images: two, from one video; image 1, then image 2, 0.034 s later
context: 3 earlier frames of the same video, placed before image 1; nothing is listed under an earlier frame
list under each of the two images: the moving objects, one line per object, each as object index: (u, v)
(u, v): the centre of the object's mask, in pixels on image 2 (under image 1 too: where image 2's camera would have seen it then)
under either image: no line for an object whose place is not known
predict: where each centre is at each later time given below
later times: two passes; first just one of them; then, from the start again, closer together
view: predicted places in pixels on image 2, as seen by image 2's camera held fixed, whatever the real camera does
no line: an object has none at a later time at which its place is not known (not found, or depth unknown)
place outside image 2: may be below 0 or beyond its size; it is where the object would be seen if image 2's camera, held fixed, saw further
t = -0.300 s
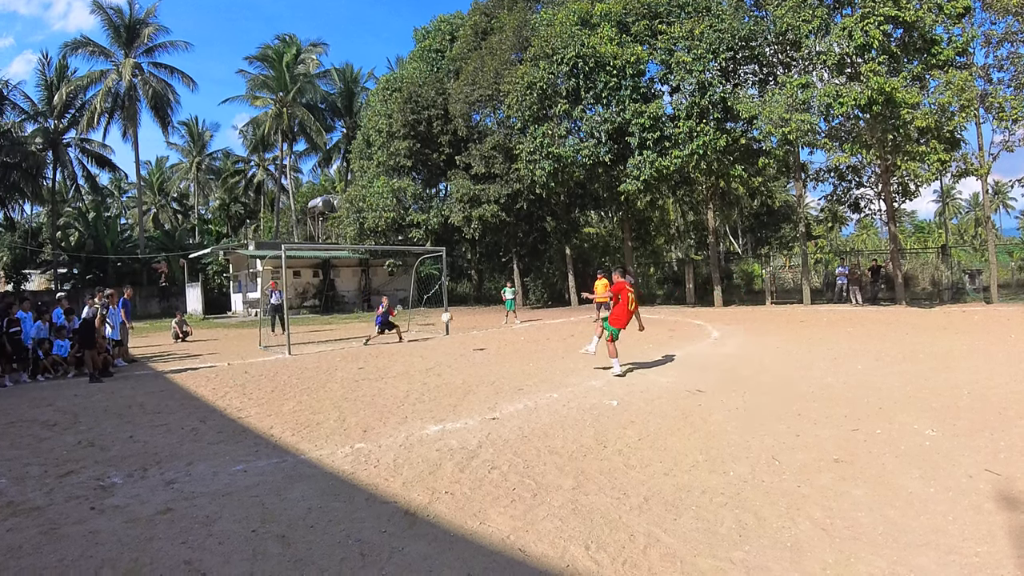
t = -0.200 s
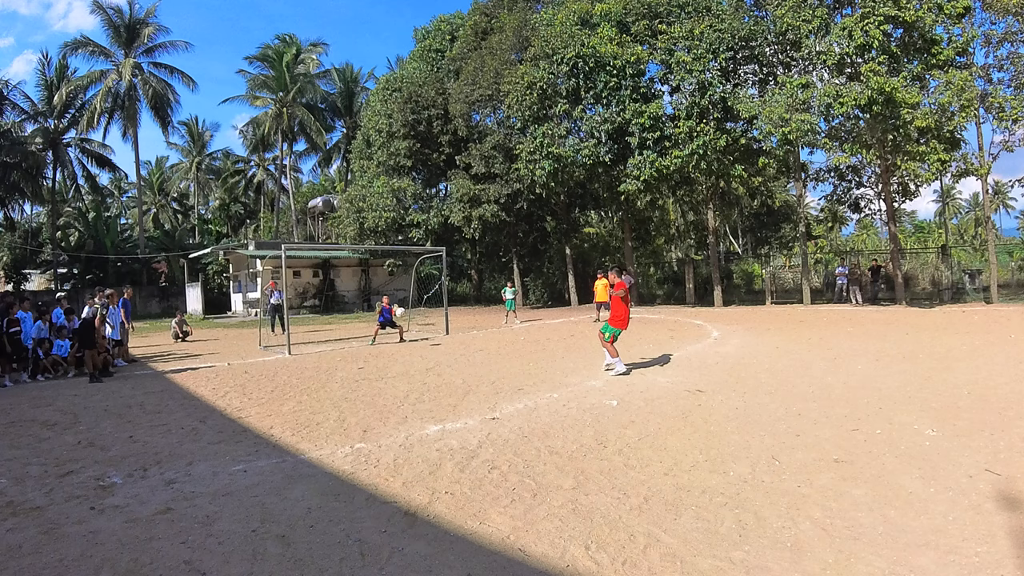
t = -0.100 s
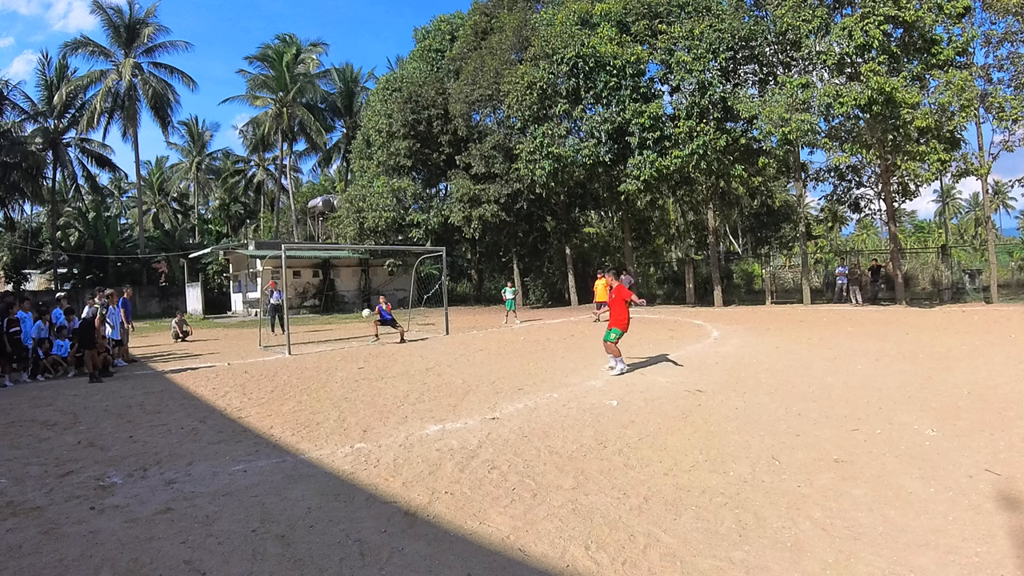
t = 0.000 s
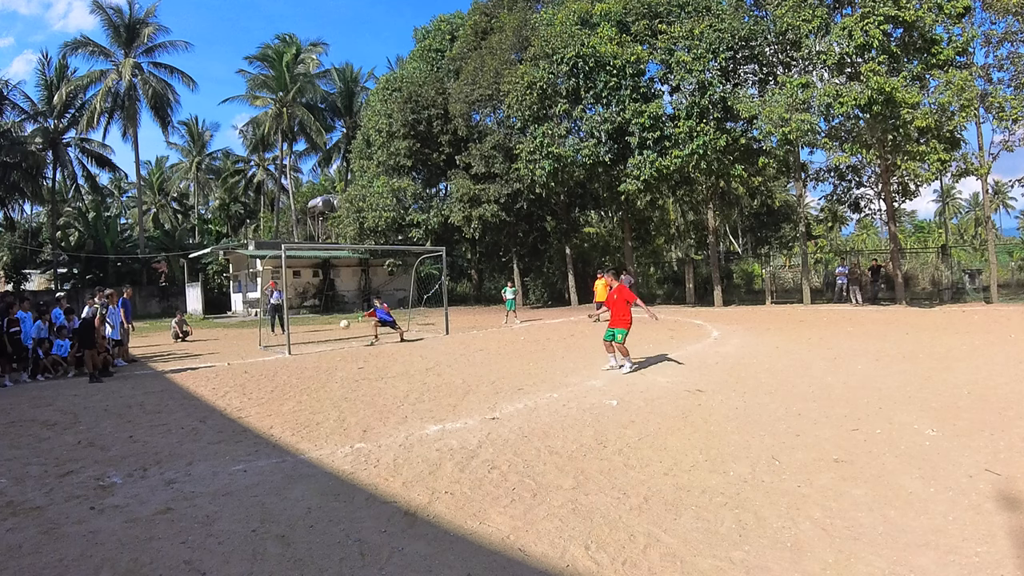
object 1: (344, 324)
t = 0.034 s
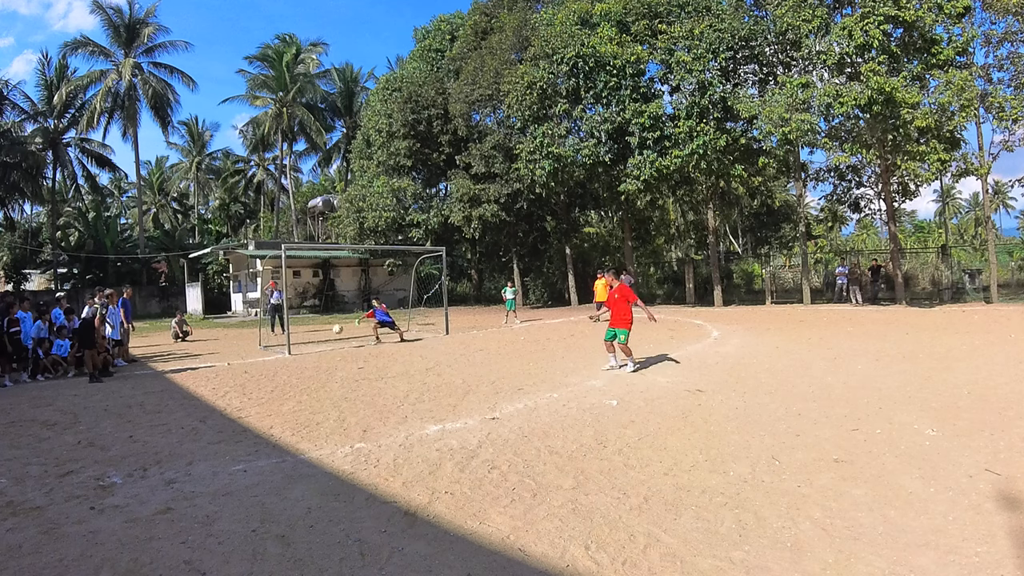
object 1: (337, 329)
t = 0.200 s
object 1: (307, 342)
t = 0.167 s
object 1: (312, 344)
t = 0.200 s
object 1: (307, 342)
